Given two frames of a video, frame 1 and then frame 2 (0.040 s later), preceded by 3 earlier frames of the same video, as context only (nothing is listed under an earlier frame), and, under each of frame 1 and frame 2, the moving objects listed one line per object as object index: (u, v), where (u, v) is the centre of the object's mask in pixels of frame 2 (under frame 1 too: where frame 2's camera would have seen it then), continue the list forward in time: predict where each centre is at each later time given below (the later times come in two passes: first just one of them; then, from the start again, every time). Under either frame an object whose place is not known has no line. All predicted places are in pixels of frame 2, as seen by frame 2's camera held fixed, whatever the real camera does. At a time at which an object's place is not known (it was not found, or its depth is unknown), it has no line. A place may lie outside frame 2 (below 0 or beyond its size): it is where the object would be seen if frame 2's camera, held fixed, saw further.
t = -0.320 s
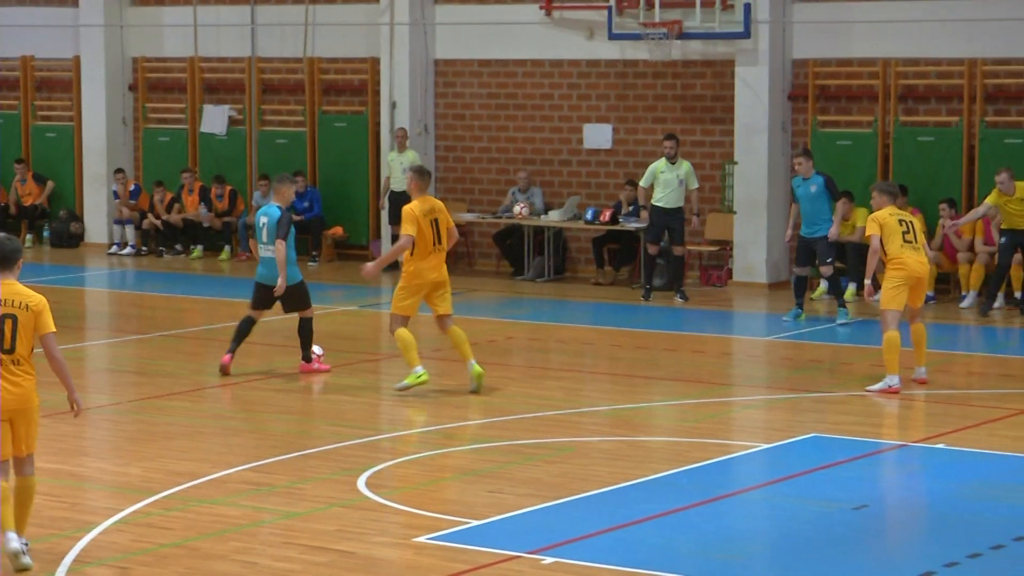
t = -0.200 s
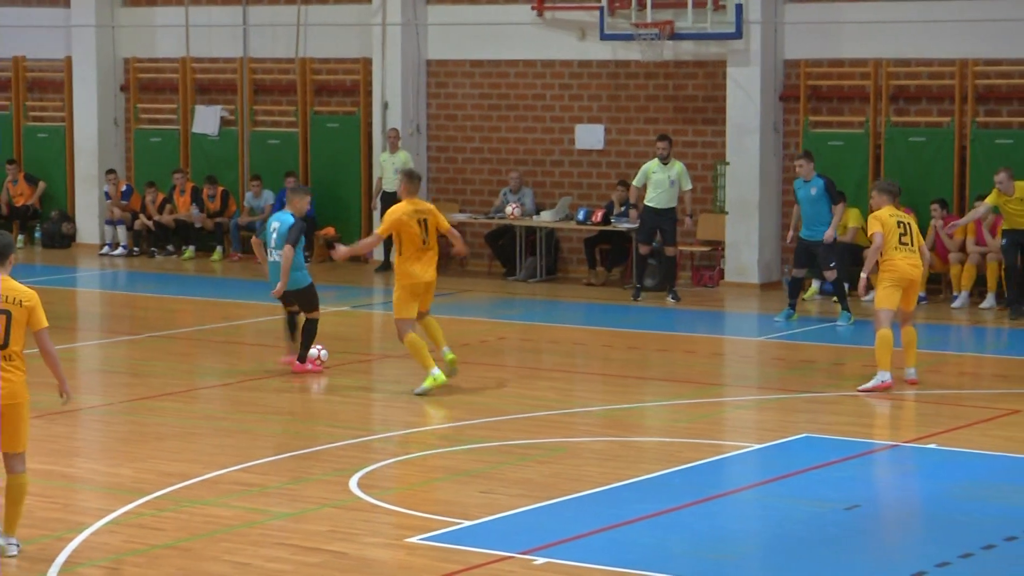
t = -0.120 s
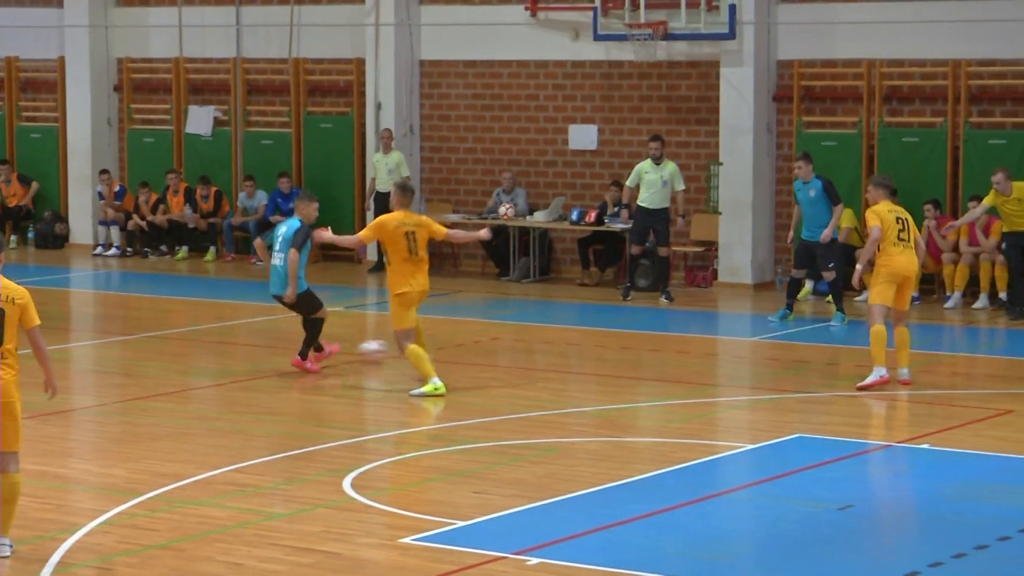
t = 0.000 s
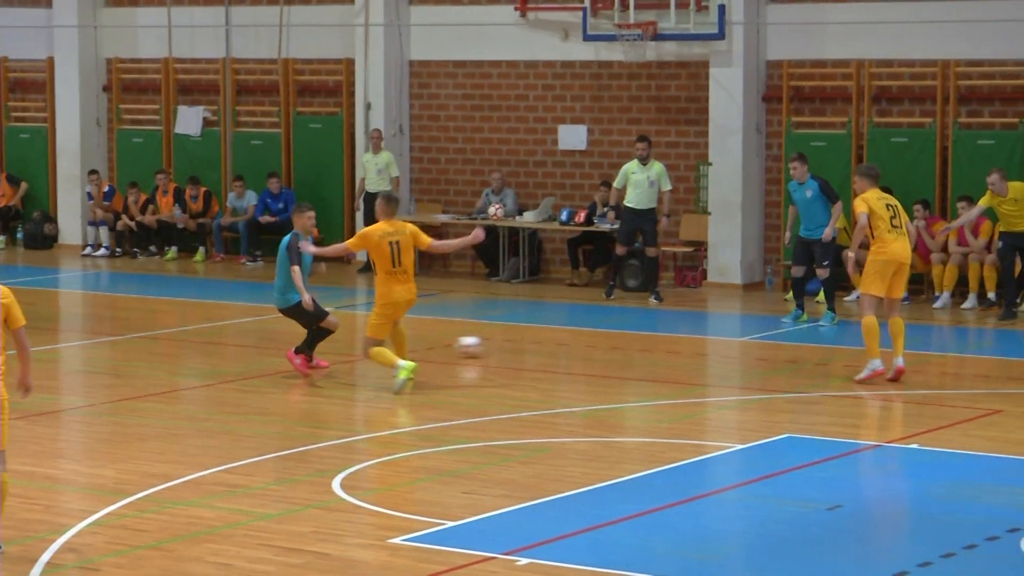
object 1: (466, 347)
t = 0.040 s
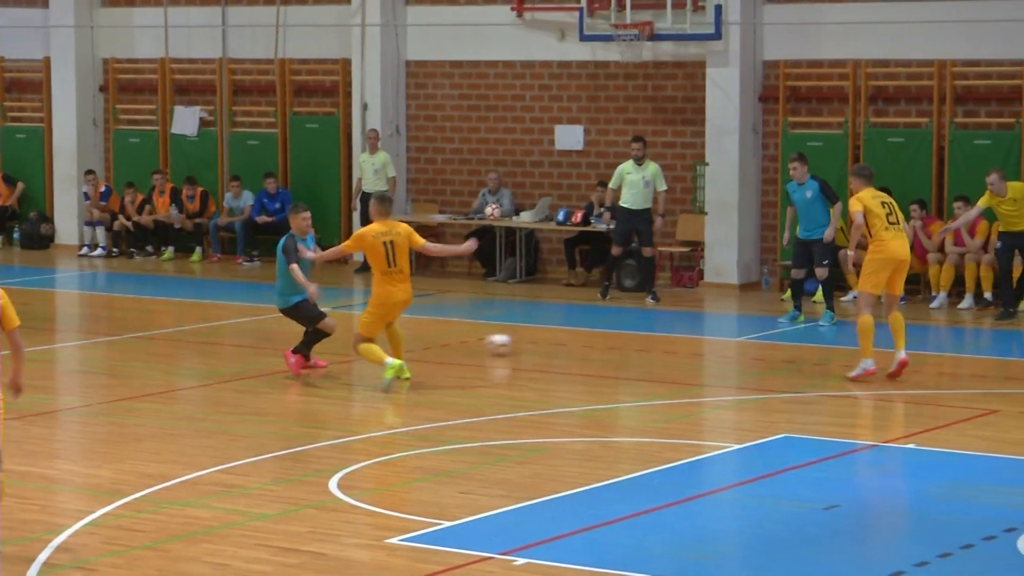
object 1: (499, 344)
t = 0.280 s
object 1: (674, 332)
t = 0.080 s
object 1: (530, 342)
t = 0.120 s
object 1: (561, 340)
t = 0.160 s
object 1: (590, 338)
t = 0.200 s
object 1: (619, 336)
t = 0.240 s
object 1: (647, 334)
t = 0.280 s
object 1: (674, 332)
